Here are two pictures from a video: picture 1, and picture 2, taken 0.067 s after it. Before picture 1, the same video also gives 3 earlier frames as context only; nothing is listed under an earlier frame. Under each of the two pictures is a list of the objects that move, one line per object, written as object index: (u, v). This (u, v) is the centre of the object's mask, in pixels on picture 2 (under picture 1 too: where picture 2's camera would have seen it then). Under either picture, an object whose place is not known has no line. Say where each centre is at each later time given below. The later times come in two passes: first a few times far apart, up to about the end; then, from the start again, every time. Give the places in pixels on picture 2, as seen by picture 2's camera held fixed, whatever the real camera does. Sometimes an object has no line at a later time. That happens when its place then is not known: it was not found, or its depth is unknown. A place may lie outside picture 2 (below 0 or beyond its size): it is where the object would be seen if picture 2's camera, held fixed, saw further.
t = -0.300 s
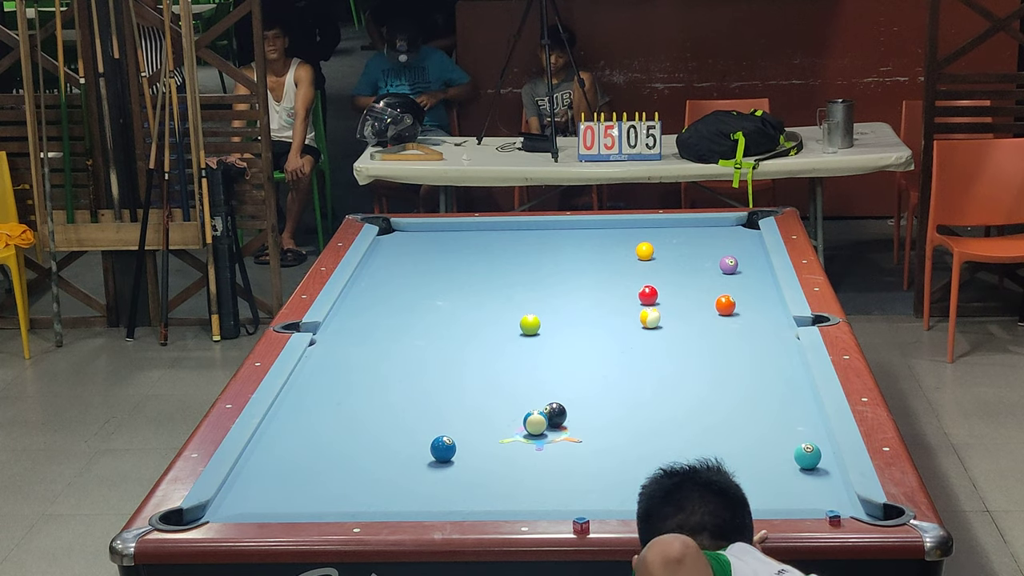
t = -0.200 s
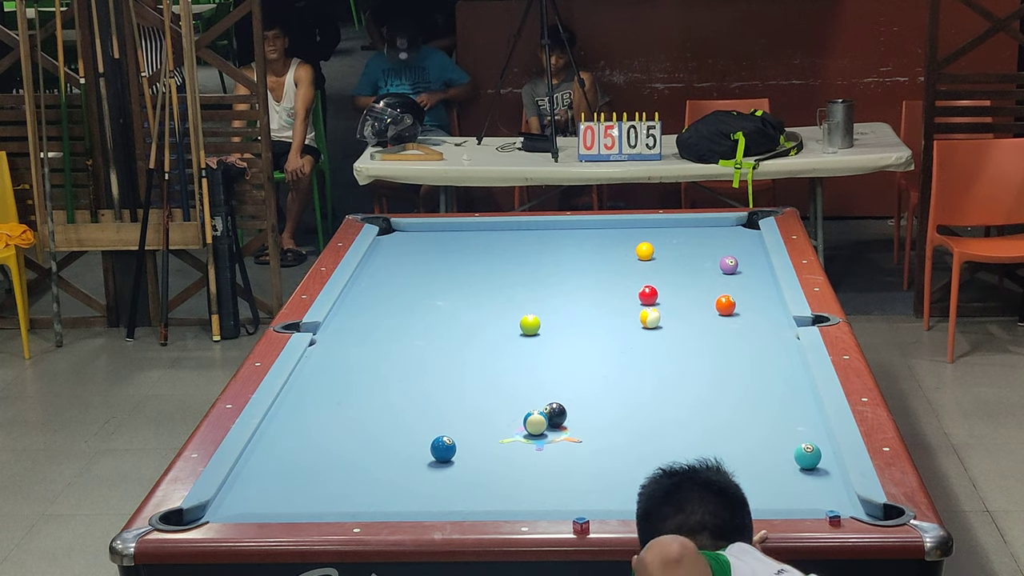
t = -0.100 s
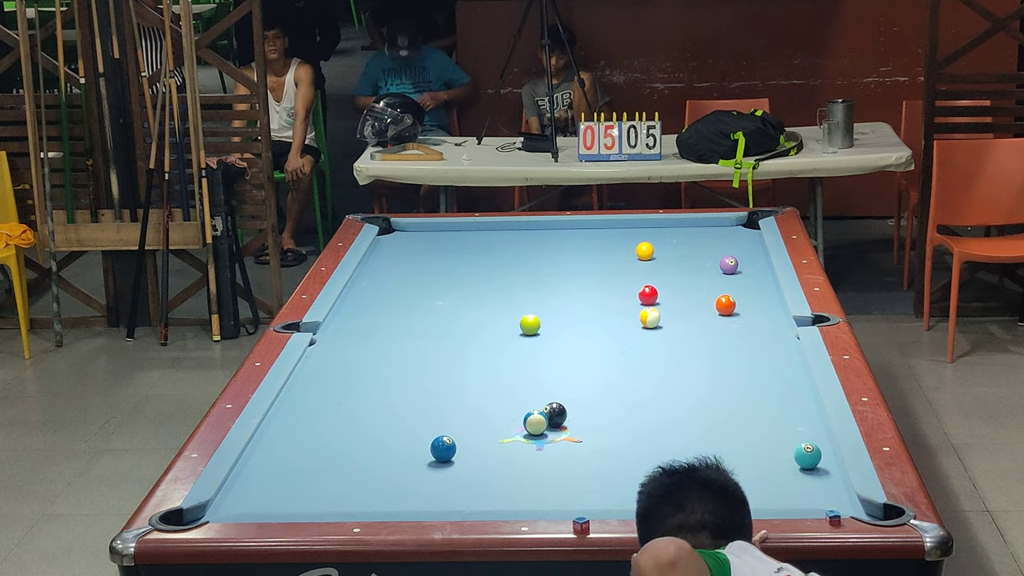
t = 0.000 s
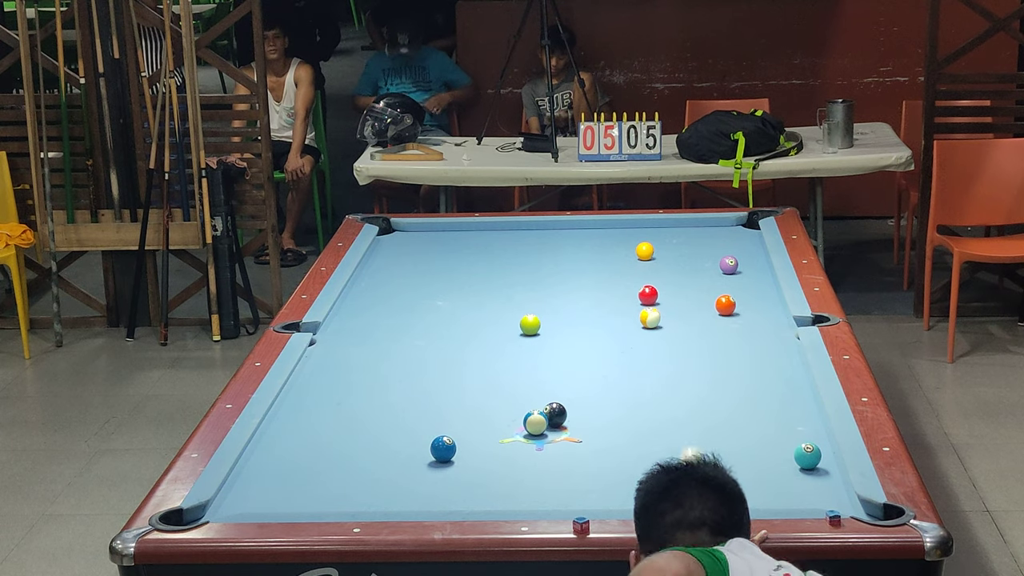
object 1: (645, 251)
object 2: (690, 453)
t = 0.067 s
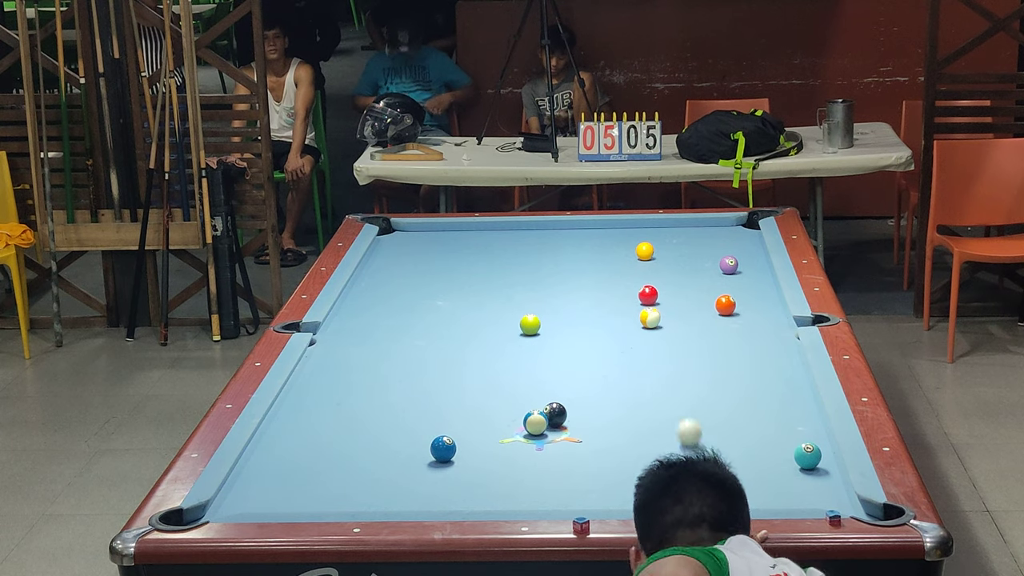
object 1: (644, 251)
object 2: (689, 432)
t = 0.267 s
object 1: (645, 251)
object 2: (682, 359)
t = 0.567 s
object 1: (645, 251)
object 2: (674, 279)
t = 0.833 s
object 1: (645, 251)
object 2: (669, 227)
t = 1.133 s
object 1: (638, 256)
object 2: (652, 247)
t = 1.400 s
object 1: (613, 277)
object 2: (655, 254)
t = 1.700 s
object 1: (585, 300)
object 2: (659, 263)
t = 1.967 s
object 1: (558, 322)
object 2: (662, 270)
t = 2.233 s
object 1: (530, 346)
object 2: (666, 276)
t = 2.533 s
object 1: (496, 373)
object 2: (670, 283)
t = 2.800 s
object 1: (465, 400)
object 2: (674, 288)
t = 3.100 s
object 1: (427, 431)
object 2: (678, 294)
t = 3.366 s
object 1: (391, 461)
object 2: (681, 298)
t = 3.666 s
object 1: (348, 496)
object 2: (684, 303)
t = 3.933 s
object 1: (325, 500)
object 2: (686, 305)
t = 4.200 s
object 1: (319, 485)
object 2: (688, 308)
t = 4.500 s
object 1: (313, 469)
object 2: (691, 309)
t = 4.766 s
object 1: (308, 457)
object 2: (691, 310)
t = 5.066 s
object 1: (303, 444)
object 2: (691, 310)
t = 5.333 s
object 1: (299, 435)
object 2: (691, 310)
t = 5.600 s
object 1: (296, 427)
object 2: (691, 310)
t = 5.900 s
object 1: (292, 420)
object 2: (691, 310)
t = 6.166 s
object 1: (290, 414)
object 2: (691, 310)
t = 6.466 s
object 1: (288, 410)
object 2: (691, 310)
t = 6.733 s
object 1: (287, 407)
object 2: (691, 310)
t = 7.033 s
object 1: (288, 405)
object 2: (691, 310)
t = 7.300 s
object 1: (288, 404)
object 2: (691, 310)
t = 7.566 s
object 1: (289, 404)
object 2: (691, 310)
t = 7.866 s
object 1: (289, 404)
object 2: (691, 310)
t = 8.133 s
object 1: (289, 404)
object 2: (691, 310)
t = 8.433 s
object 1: (289, 404)
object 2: (691, 310)
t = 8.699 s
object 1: (289, 404)
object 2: (691, 310)
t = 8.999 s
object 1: (289, 404)
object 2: (691, 310)
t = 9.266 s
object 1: (289, 404)
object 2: (691, 310)
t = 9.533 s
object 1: (289, 404)
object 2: (691, 310)
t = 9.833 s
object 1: (289, 404)
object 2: (691, 310)
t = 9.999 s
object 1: (289, 404)
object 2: (691, 310)
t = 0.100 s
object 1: (644, 251)
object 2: (688, 419)
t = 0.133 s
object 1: (644, 251)
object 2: (686, 406)
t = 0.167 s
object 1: (644, 251)
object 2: (685, 393)
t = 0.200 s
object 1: (645, 251)
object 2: (684, 382)
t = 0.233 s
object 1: (645, 251)
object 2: (683, 370)
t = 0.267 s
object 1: (645, 251)
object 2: (682, 359)
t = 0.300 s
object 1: (645, 251)
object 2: (680, 349)
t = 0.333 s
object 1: (645, 251)
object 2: (679, 339)
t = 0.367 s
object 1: (644, 251)
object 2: (679, 330)
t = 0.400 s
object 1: (645, 251)
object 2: (678, 320)
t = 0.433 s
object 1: (645, 251)
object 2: (677, 311)
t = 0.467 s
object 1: (645, 251)
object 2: (676, 303)
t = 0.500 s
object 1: (645, 251)
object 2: (675, 295)
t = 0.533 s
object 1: (645, 251)
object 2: (674, 287)
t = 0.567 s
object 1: (645, 251)
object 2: (674, 279)
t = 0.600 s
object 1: (645, 251)
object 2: (673, 272)
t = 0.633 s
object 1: (645, 251)
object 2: (672, 265)
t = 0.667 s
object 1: (645, 251)
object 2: (672, 258)
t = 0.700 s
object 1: (645, 251)
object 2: (671, 251)
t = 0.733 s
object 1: (645, 251)
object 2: (670, 245)
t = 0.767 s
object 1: (645, 251)
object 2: (670, 239)
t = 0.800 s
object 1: (645, 251)
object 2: (669, 233)
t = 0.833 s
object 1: (645, 251)
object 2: (669, 227)
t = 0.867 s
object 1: (645, 251)
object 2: (668, 222)
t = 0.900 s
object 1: (645, 251)
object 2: (666, 226)
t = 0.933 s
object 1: (644, 251)
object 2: (663, 230)
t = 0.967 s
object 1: (645, 251)
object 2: (660, 234)
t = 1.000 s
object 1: (644, 251)
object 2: (657, 238)
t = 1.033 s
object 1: (644, 251)
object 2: (655, 240)
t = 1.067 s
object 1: (644, 251)
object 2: (653, 243)
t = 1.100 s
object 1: (642, 253)
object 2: (652, 245)
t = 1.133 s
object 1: (638, 256)
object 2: (652, 247)
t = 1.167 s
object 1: (635, 259)
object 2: (653, 248)
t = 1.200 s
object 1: (631, 262)
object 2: (653, 248)
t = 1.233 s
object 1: (628, 264)
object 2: (653, 249)
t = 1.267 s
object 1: (625, 267)
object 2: (654, 250)
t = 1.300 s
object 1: (622, 269)
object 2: (654, 251)
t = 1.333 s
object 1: (619, 272)
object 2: (654, 252)
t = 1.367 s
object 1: (616, 274)
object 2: (655, 253)
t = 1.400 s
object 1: (613, 277)
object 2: (655, 254)
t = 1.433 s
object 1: (610, 279)
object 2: (655, 255)
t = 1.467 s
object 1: (607, 282)
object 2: (656, 256)
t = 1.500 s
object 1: (604, 284)
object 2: (656, 257)
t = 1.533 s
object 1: (601, 287)
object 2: (656, 258)
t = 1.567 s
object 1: (597, 290)
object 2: (657, 259)
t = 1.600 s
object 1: (594, 292)
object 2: (658, 260)
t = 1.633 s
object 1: (591, 295)
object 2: (658, 261)
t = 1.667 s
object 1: (588, 298)
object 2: (658, 262)
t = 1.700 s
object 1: (585, 300)
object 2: (659, 263)
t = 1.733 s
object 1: (582, 303)
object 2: (659, 263)
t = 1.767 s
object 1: (578, 305)
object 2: (660, 264)
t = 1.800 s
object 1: (575, 308)
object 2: (660, 265)
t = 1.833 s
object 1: (572, 311)
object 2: (660, 266)
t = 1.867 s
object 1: (568, 314)
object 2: (661, 267)
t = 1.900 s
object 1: (565, 316)
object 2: (661, 268)
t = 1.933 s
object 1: (562, 319)
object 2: (662, 269)
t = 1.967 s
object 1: (558, 322)
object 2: (662, 270)
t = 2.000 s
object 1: (555, 325)
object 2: (663, 270)
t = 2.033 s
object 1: (551, 328)
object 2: (663, 271)
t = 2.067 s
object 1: (547, 331)
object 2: (664, 272)
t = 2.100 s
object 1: (544, 334)
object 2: (664, 273)
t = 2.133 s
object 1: (540, 337)
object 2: (665, 274)
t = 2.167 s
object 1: (537, 339)
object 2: (665, 274)
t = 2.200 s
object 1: (533, 343)
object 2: (665, 275)
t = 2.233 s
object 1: (530, 346)
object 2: (666, 276)
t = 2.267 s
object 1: (526, 349)
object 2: (666, 277)
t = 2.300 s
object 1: (523, 351)
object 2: (667, 278)
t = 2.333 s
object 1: (519, 355)
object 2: (667, 278)
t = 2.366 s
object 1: (515, 358)
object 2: (668, 279)
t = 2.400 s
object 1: (511, 361)
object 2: (668, 280)
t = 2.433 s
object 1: (508, 364)
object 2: (669, 281)
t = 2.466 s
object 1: (504, 367)
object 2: (669, 282)
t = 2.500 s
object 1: (500, 370)
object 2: (670, 282)
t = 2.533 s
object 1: (496, 373)
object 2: (670, 283)
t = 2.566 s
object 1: (493, 377)
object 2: (671, 284)
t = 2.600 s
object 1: (489, 380)
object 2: (671, 284)
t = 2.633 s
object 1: (485, 383)
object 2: (672, 285)
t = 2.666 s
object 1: (481, 386)
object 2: (672, 286)
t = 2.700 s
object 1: (477, 390)
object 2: (673, 287)
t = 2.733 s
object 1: (473, 393)
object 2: (673, 287)
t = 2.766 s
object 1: (469, 397)
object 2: (674, 288)
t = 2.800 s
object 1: (465, 400)
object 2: (674, 288)
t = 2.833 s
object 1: (461, 403)
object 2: (675, 289)
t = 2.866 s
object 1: (456, 407)
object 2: (675, 289)
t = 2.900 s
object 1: (452, 410)
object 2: (676, 290)
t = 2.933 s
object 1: (448, 413)
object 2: (676, 291)
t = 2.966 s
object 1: (444, 417)
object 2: (677, 292)
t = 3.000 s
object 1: (440, 421)
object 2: (677, 292)
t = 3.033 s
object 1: (436, 424)
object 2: (677, 293)
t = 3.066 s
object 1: (431, 427)
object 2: (678, 294)
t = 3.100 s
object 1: (427, 431)
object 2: (678, 294)
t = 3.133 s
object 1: (422, 435)
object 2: (679, 295)
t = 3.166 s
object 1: (418, 438)
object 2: (679, 295)
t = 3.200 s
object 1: (414, 442)
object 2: (679, 296)
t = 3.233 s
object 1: (409, 446)
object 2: (680, 296)
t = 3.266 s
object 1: (405, 450)
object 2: (680, 297)
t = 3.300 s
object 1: (400, 454)
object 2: (681, 297)
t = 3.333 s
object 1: (396, 457)
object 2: (681, 298)
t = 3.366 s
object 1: (391, 461)
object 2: (681, 298)
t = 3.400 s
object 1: (387, 465)
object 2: (682, 299)
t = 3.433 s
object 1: (382, 469)
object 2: (682, 299)
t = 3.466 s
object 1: (377, 473)
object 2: (682, 299)
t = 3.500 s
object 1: (372, 477)
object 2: (683, 300)
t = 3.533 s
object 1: (367, 481)
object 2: (683, 301)
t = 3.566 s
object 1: (363, 485)
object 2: (683, 301)
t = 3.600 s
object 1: (357, 489)
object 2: (683, 302)
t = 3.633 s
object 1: (353, 493)
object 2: (684, 302)
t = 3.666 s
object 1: (348, 496)
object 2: (684, 303)
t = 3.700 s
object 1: (343, 499)
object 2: (684, 303)
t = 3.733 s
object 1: (338, 501)
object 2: (684, 303)
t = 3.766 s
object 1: (332, 503)
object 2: (685, 304)
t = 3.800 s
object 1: (328, 505)
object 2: (685, 304)
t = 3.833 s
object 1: (328, 504)
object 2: (685, 305)
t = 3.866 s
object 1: (327, 502)
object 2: (685, 305)
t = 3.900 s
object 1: (326, 501)
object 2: (685, 305)
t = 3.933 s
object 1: (325, 500)
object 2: (686, 305)
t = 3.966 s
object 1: (325, 499)
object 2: (686, 306)
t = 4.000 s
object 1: (324, 497)
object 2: (686, 306)
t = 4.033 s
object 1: (323, 496)
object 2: (686, 306)
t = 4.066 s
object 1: (322, 494)
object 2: (686, 307)
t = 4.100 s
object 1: (322, 492)
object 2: (687, 307)
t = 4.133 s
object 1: (321, 490)
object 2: (687, 307)
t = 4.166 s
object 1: (320, 488)
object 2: (687, 307)
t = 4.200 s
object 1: (319, 485)
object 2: (688, 308)
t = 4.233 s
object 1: (318, 483)
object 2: (688, 308)
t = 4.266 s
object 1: (318, 482)
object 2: (688, 308)
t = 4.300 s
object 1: (317, 480)
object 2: (689, 308)
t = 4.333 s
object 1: (316, 478)
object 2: (689, 308)
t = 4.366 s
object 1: (315, 476)
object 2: (690, 309)
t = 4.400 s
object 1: (315, 474)
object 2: (690, 309)
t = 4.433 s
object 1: (314, 473)
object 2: (690, 309)
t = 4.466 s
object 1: (313, 471)
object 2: (690, 309)
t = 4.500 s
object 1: (313, 469)
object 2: (691, 309)
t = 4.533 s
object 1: (312, 468)
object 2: (691, 310)
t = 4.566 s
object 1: (312, 466)
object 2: (691, 310)
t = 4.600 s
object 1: (311, 464)
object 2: (691, 310)
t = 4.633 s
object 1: (310, 463)
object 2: (691, 310)
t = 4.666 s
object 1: (310, 461)
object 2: (691, 310)
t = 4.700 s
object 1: (309, 460)
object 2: (691, 310)
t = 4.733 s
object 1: (308, 458)
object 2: (691, 310)
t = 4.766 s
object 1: (308, 457)
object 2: (691, 310)
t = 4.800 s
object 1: (307, 455)
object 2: (691, 310)
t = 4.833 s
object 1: (307, 454)
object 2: (691, 310)
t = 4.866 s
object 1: (306, 452)
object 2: (691, 310)
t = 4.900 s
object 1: (306, 451)
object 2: (691, 310)
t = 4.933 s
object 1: (305, 449)
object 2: (691, 310)
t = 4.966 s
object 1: (305, 448)
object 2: (691, 310)
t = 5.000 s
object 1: (304, 447)
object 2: (691, 310)
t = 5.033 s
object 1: (304, 446)
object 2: (691, 310)
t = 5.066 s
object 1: (303, 444)
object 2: (691, 310)
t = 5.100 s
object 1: (303, 443)
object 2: (691, 310)
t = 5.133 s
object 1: (302, 442)
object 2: (691, 310)
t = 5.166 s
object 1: (302, 441)
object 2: (691, 310)
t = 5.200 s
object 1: (301, 439)
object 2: (691, 310)
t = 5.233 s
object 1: (301, 438)
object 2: (691, 310)
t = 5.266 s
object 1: (300, 437)
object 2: (691, 310)
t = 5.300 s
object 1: (300, 436)
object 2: (691, 310)
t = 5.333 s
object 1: (299, 435)
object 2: (691, 310)
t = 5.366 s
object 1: (299, 434)
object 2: (691, 310)
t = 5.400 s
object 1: (298, 433)
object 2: (691, 310)
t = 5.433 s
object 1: (298, 432)
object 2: (691, 310)
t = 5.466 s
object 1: (298, 431)
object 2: (691, 310)
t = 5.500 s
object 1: (297, 430)
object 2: (691, 310)
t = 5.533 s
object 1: (297, 429)
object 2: (691, 310)
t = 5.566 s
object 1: (296, 428)
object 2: (691, 310)
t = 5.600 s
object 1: (296, 427)
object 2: (691, 310)
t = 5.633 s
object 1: (295, 426)
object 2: (691, 310)
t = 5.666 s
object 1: (295, 426)
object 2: (691, 310)
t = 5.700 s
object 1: (294, 424)
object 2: (691, 310)
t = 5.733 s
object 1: (294, 424)
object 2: (691, 310)
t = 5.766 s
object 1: (294, 423)
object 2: (691, 310)
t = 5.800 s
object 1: (293, 423)
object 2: (691, 310)
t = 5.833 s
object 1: (293, 422)
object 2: (691, 310)
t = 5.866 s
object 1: (293, 420)
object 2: (691, 310)
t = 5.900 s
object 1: (292, 420)
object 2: (691, 310)
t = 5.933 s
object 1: (292, 419)
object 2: (691, 310)
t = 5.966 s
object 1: (292, 418)
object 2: (691, 310)
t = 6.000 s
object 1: (292, 418)
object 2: (691, 310)
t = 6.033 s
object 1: (291, 417)
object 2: (691, 310)
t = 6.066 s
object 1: (291, 417)
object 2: (691, 310)
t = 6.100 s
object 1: (291, 416)
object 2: (691, 310)
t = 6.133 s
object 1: (290, 415)
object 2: (691, 310)
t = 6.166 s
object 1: (290, 414)
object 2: (691, 310)
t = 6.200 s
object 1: (290, 414)
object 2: (691, 310)
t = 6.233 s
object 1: (290, 414)
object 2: (691, 310)
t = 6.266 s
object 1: (289, 413)
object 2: (691, 310)
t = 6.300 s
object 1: (289, 413)
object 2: (691, 310)
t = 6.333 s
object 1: (289, 412)
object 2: (691, 310)
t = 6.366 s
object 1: (289, 412)
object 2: (691, 310)
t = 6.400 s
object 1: (289, 411)
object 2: (691, 310)
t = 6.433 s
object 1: (288, 411)
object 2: (691, 310)
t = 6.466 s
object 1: (288, 410)
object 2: (691, 310)
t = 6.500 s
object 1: (288, 410)
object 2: (691, 310)
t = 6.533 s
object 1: (288, 409)
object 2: (691, 310)
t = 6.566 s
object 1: (288, 409)
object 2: (691, 310)
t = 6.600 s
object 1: (288, 409)
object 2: (691, 310)
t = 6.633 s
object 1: (288, 408)
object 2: (691, 310)
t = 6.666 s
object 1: (288, 408)
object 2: (691, 310)
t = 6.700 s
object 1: (287, 407)
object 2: (691, 310)
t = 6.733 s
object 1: (287, 407)
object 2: (691, 310)
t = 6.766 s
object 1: (287, 407)
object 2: (691, 310)
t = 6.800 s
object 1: (287, 407)
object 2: (691, 310)
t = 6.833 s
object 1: (287, 406)
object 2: (691, 310)
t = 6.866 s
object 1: (287, 406)
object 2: (691, 310)
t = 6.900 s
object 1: (288, 406)
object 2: (691, 310)
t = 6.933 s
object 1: (287, 406)
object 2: (691, 310)
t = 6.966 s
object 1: (288, 405)
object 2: (691, 310)
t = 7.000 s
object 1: (288, 405)
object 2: (691, 310)
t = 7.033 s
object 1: (288, 405)
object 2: (691, 310)
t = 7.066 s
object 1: (288, 405)
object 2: (691, 310)
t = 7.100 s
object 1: (288, 405)
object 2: (691, 310)
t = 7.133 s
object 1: (288, 405)
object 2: (691, 310)
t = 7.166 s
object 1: (288, 404)
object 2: (691, 310)
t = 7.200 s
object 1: (288, 404)
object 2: (691, 310)
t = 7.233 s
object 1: (288, 404)
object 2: (691, 310)
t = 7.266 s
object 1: (288, 404)
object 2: (691, 310)
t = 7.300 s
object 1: (288, 404)
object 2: (691, 310)
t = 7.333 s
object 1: (288, 404)
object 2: (691, 310)
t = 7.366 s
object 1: (288, 404)
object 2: (691, 310)
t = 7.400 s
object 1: (288, 404)
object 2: (691, 310)
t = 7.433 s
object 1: (288, 404)
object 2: (691, 310)
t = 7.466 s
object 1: (288, 404)
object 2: (691, 310)
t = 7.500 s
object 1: (289, 404)
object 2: (691, 310)
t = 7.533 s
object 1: (289, 404)
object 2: (691, 310)
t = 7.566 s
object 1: (289, 404)
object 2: (691, 310)
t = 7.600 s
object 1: (289, 404)
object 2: (691, 310)
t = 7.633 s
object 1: (289, 404)
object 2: (691, 310)
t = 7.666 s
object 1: (289, 404)
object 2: (691, 310)
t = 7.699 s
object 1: (289, 404)
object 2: (691, 310)
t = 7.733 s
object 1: (289, 404)
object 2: (691, 310)
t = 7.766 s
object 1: (289, 404)
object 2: (691, 310)
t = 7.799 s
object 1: (289, 404)
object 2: (691, 310)
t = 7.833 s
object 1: (289, 404)
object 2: (691, 310)
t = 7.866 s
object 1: (289, 404)
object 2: (691, 310)
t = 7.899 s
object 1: (289, 404)
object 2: (691, 310)
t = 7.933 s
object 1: (289, 404)
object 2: (691, 310)
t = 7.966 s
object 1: (289, 404)
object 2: (691, 310)
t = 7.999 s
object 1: (289, 404)
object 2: (691, 310)
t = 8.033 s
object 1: (289, 404)
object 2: (691, 310)
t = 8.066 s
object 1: (289, 404)
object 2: (691, 310)
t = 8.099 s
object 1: (289, 404)
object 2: (691, 310)
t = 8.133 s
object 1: (289, 404)
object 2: (691, 310)
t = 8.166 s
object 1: (289, 404)
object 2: (691, 310)
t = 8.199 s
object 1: (289, 404)
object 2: (691, 310)
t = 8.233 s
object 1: (289, 404)
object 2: (691, 310)
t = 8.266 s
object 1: (289, 404)
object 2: (691, 310)
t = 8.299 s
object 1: (289, 404)
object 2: (691, 310)
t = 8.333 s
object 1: (289, 404)
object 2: (691, 310)
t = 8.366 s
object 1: (289, 404)
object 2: (691, 310)
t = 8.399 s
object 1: (289, 404)
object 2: (691, 310)
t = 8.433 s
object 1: (289, 404)
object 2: (691, 310)
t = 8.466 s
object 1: (289, 404)
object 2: (691, 310)
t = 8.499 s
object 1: (289, 404)
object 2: (691, 310)
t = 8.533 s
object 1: (289, 404)
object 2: (691, 310)
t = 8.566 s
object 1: (289, 404)
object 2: (691, 310)
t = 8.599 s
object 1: (289, 404)
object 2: (691, 310)
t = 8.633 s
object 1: (289, 404)
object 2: (691, 310)
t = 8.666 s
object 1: (289, 404)
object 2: (691, 310)
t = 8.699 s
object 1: (289, 404)
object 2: (691, 310)
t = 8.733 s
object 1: (289, 404)
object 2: (691, 310)
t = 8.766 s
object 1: (289, 404)
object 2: (691, 310)
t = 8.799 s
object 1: (289, 404)
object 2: (691, 310)
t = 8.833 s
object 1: (289, 404)
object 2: (691, 310)
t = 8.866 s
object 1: (289, 404)
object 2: (691, 310)
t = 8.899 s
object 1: (289, 404)
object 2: (691, 310)
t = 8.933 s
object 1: (289, 404)
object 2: (691, 310)
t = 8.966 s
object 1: (289, 404)
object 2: (691, 310)
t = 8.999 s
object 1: (289, 404)
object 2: (691, 310)
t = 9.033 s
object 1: (289, 404)
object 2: (691, 310)
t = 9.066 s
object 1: (289, 404)
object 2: (691, 310)
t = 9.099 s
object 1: (289, 404)
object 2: (691, 310)
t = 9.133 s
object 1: (289, 404)
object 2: (691, 310)
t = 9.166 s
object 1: (289, 404)
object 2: (691, 310)
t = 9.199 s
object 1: (289, 404)
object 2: (691, 310)
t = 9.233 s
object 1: (289, 404)
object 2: (691, 310)
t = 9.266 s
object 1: (289, 404)
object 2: (691, 310)
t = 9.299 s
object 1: (289, 404)
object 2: (691, 310)
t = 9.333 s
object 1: (289, 404)
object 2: (691, 310)
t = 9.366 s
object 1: (289, 404)
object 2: (691, 310)
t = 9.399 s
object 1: (289, 404)
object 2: (691, 310)
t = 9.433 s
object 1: (289, 404)
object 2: (691, 310)
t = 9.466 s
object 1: (289, 404)
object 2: (691, 310)
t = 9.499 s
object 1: (289, 404)
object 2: (691, 310)
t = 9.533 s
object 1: (289, 404)
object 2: (691, 310)
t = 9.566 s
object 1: (289, 404)
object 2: (691, 310)
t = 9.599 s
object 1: (289, 404)
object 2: (691, 310)
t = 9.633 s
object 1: (289, 404)
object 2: (691, 310)
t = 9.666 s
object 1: (289, 404)
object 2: (691, 310)
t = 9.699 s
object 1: (289, 404)
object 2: (691, 310)
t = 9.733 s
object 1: (289, 404)
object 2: (691, 310)
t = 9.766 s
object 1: (289, 404)
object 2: (691, 310)
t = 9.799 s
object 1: (289, 404)
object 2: (691, 310)
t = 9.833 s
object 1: (289, 404)
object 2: (691, 310)
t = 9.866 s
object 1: (289, 404)
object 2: (691, 310)
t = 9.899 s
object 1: (289, 404)
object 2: (691, 310)
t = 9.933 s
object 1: (289, 404)
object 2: (691, 310)
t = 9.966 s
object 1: (289, 404)
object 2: (691, 310)
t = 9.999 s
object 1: (289, 404)
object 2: (691, 310)
